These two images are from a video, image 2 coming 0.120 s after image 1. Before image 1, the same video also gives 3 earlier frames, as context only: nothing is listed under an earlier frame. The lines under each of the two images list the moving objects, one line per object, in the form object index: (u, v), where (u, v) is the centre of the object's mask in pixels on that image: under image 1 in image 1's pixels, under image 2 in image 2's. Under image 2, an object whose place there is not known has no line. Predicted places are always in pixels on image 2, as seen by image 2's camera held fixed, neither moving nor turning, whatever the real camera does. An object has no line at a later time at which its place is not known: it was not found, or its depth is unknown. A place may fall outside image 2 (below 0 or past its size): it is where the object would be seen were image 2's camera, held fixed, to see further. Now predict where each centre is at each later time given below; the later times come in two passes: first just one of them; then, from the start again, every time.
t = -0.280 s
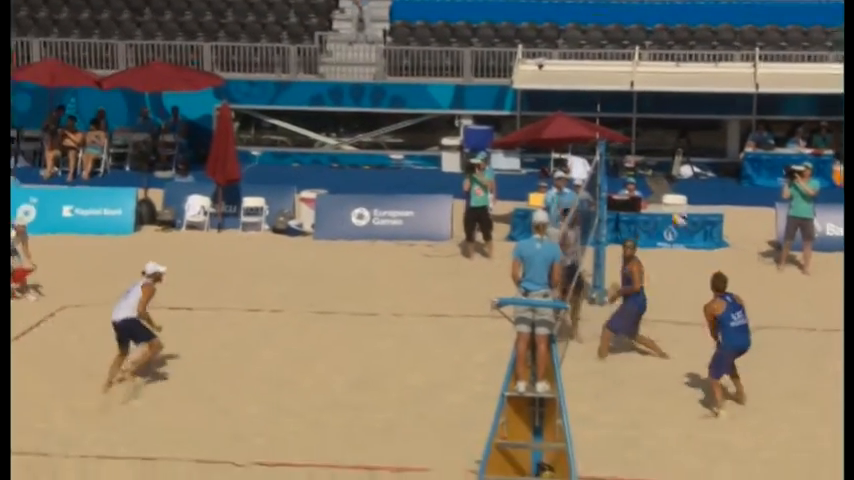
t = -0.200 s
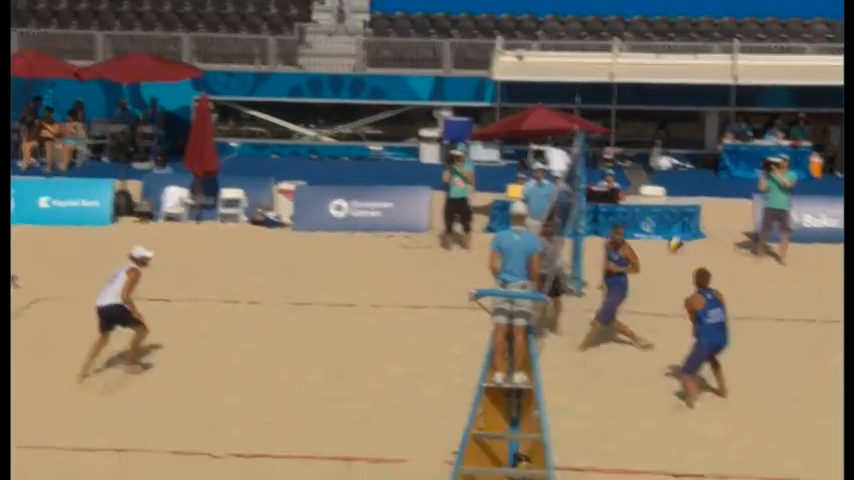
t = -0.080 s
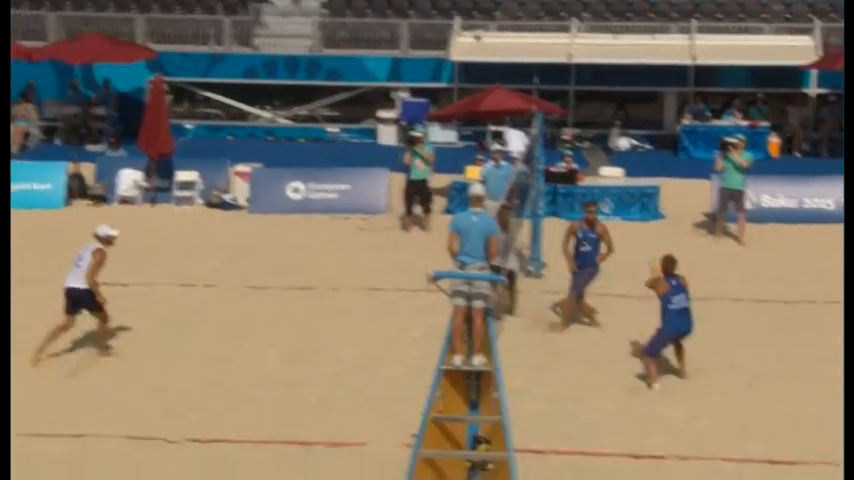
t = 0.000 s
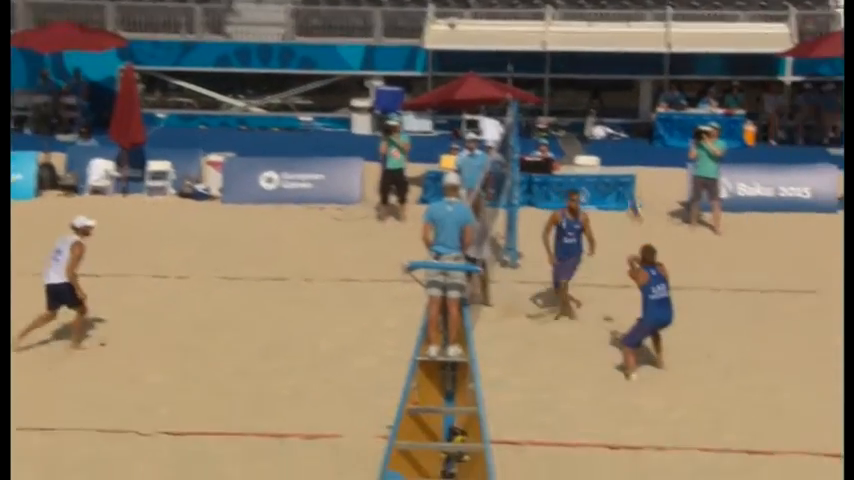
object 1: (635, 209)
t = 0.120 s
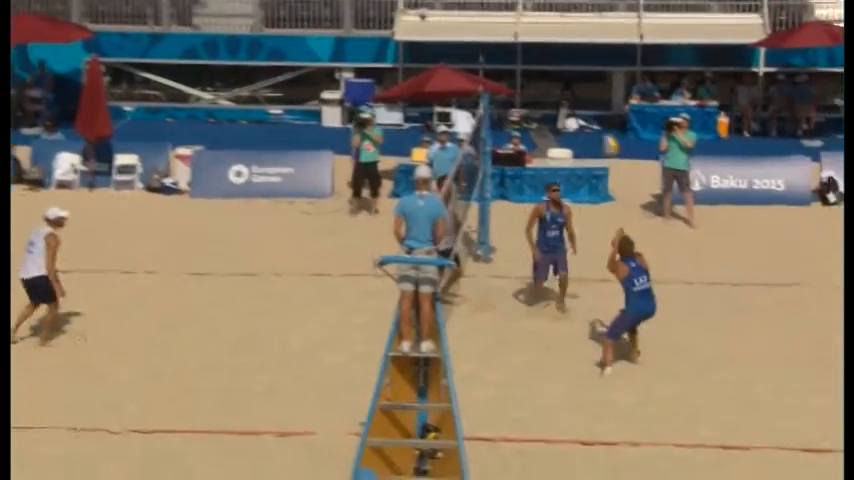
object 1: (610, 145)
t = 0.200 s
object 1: (611, 111)
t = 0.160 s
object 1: (612, 126)
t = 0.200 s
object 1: (611, 111)
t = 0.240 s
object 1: (612, 96)
